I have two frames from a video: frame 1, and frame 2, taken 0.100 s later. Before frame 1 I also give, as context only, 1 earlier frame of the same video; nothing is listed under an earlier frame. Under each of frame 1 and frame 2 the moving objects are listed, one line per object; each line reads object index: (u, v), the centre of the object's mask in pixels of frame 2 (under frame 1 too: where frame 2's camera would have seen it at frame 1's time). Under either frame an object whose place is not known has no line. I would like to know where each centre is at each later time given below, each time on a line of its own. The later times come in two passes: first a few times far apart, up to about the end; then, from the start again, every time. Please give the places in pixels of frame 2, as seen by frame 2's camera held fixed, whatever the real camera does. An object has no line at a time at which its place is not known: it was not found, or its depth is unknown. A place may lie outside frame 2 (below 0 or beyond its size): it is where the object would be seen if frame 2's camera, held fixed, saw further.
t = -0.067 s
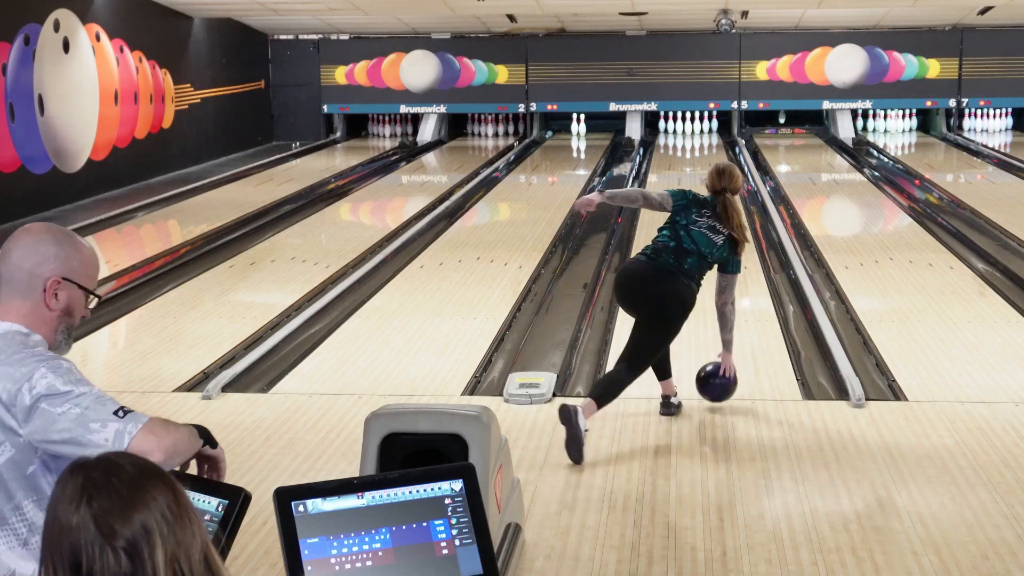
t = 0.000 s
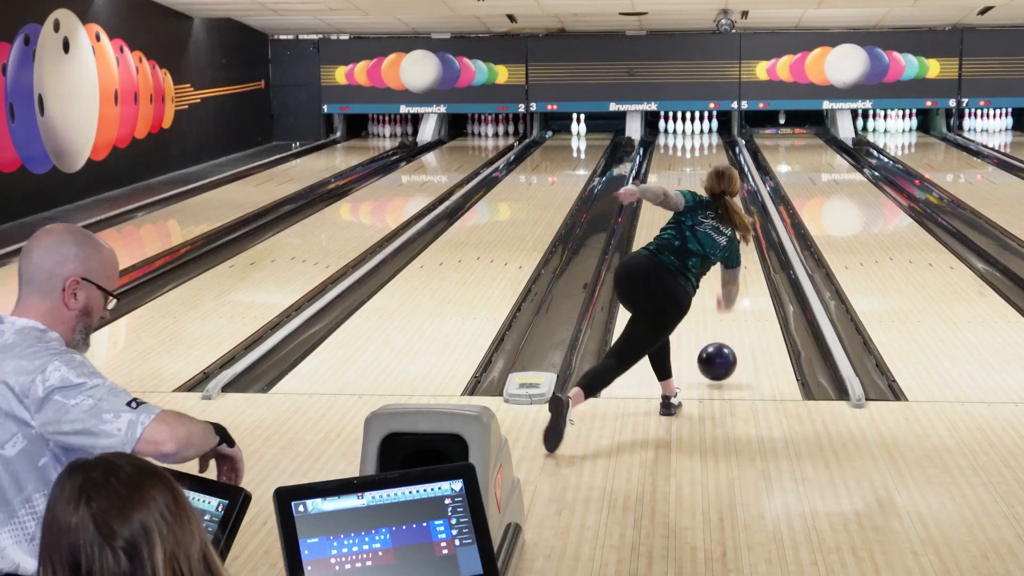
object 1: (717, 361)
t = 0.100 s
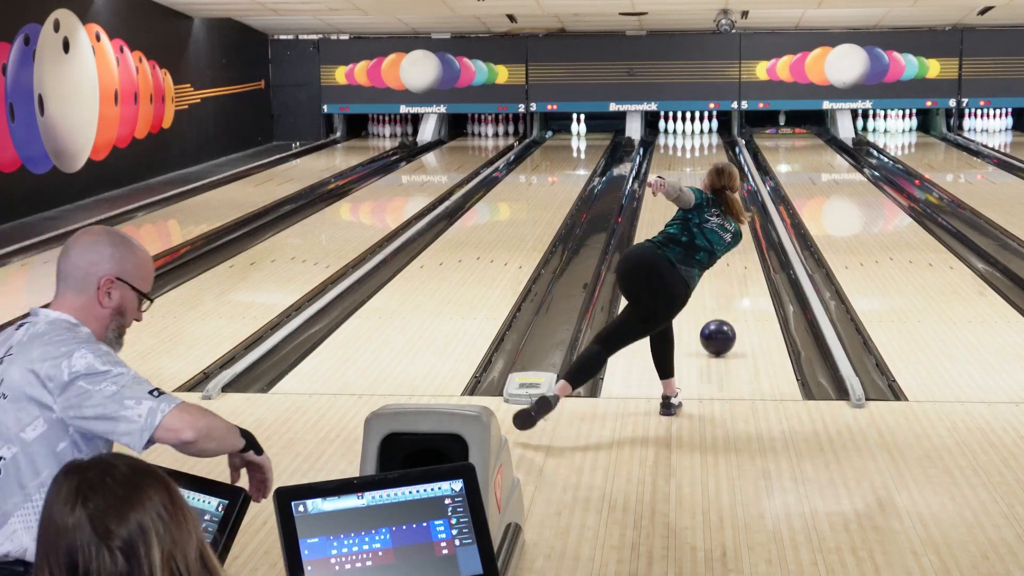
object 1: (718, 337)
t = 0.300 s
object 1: (719, 292)
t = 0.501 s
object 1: (722, 260)
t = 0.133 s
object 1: (718, 329)
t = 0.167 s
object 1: (718, 321)
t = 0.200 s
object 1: (718, 313)
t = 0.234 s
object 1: (718, 306)
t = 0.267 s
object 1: (719, 299)
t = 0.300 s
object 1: (719, 292)
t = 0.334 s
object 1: (719, 286)
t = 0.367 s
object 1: (719, 280)
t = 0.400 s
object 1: (719, 274)
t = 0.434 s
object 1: (719, 269)
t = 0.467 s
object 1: (720, 264)
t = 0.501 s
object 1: (722, 260)
